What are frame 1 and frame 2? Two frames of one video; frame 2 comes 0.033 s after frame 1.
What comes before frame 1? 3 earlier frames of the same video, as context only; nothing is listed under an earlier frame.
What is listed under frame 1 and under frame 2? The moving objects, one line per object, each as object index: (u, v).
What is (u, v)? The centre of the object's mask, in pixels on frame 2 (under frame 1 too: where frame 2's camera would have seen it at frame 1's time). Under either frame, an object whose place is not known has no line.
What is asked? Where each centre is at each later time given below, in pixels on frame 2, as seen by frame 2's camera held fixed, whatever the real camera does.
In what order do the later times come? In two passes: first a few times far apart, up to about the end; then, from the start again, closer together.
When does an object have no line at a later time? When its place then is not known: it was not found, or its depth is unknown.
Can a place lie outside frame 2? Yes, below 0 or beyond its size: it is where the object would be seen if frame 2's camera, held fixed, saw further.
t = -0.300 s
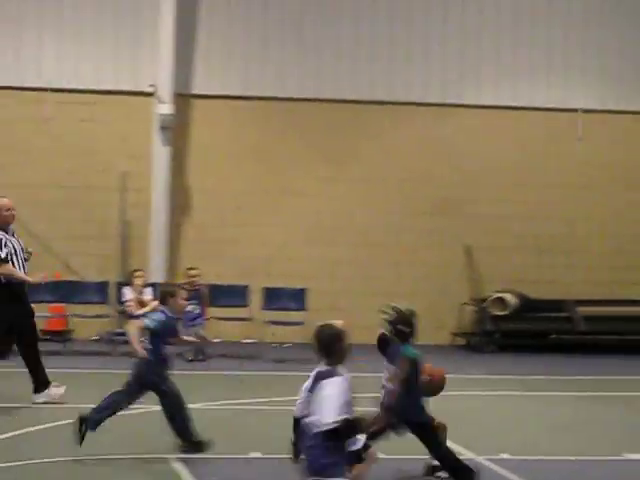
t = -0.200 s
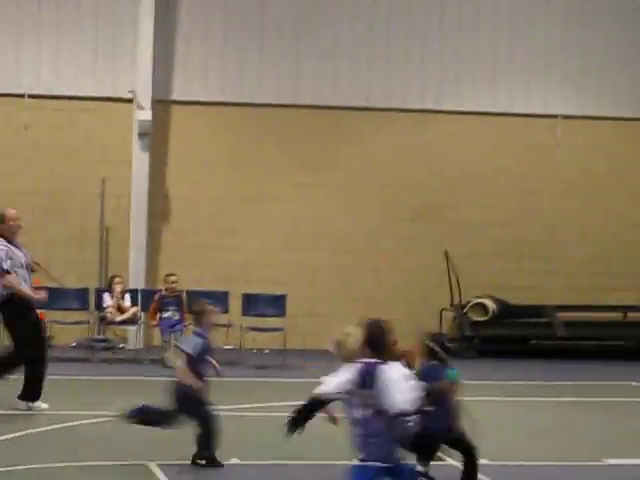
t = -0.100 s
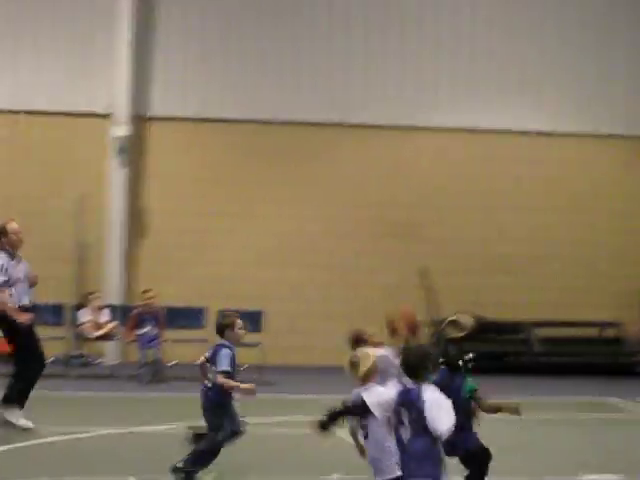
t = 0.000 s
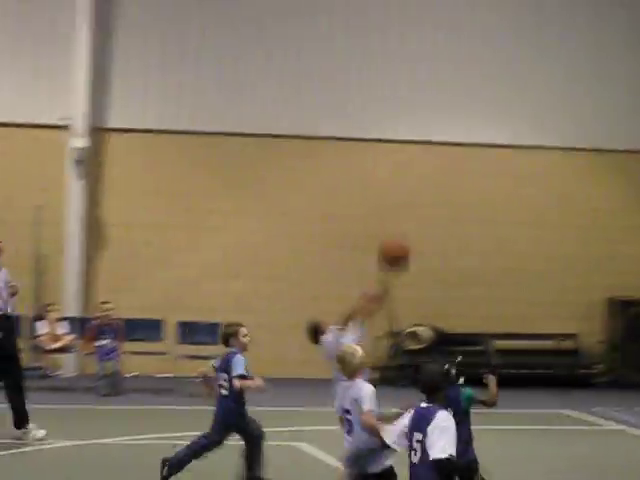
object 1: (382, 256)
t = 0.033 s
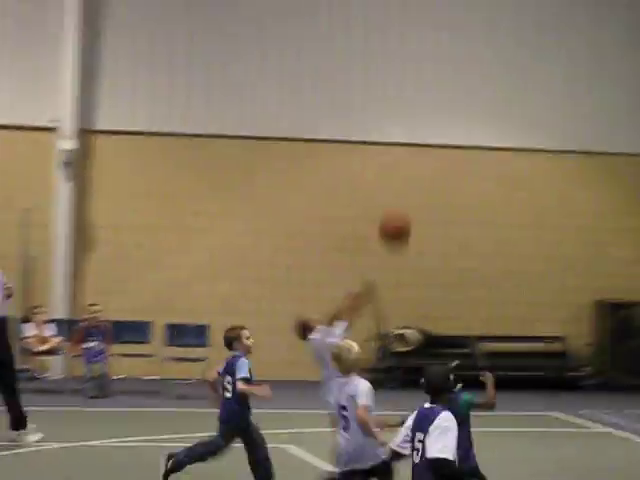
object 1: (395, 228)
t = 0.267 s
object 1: (486, 83)
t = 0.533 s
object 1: (589, 18)
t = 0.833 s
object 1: (703, 71)
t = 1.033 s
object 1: (779, 183)
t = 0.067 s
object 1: (407, 204)
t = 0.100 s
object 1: (421, 181)
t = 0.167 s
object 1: (445, 133)
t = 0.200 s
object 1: (459, 114)
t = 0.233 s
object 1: (472, 97)
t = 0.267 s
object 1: (486, 83)
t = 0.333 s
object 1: (511, 56)
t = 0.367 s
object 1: (524, 47)
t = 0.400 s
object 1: (537, 38)
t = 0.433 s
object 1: (550, 31)
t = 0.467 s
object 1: (563, 24)
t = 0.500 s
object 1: (576, 20)
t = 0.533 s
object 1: (589, 18)
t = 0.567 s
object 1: (601, 17)
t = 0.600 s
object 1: (614, 18)
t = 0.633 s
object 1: (627, 20)
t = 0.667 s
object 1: (640, 24)
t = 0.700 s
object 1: (651, 30)
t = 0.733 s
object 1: (664, 37)
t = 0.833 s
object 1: (703, 71)
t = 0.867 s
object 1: (716, 83)
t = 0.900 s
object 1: (728, 100)
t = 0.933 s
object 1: (739, 118)
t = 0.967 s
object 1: (755, 141)
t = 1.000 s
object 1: (768, 160)
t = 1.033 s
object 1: (779, 183)
